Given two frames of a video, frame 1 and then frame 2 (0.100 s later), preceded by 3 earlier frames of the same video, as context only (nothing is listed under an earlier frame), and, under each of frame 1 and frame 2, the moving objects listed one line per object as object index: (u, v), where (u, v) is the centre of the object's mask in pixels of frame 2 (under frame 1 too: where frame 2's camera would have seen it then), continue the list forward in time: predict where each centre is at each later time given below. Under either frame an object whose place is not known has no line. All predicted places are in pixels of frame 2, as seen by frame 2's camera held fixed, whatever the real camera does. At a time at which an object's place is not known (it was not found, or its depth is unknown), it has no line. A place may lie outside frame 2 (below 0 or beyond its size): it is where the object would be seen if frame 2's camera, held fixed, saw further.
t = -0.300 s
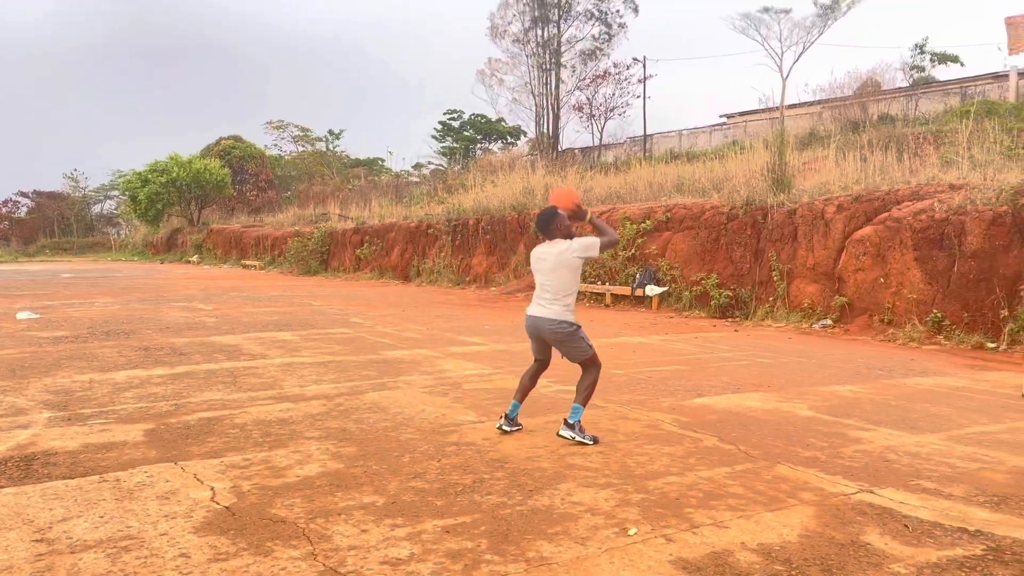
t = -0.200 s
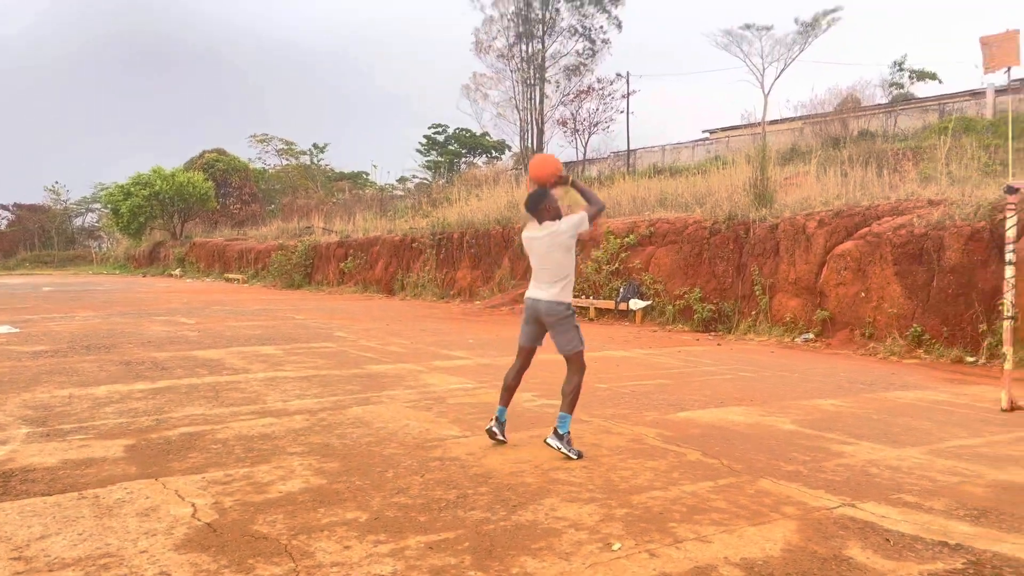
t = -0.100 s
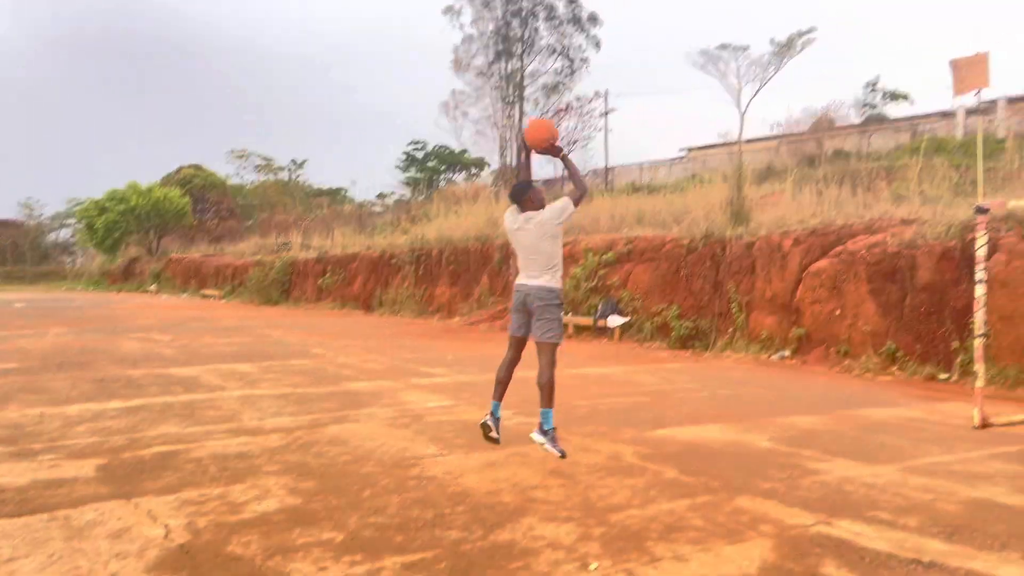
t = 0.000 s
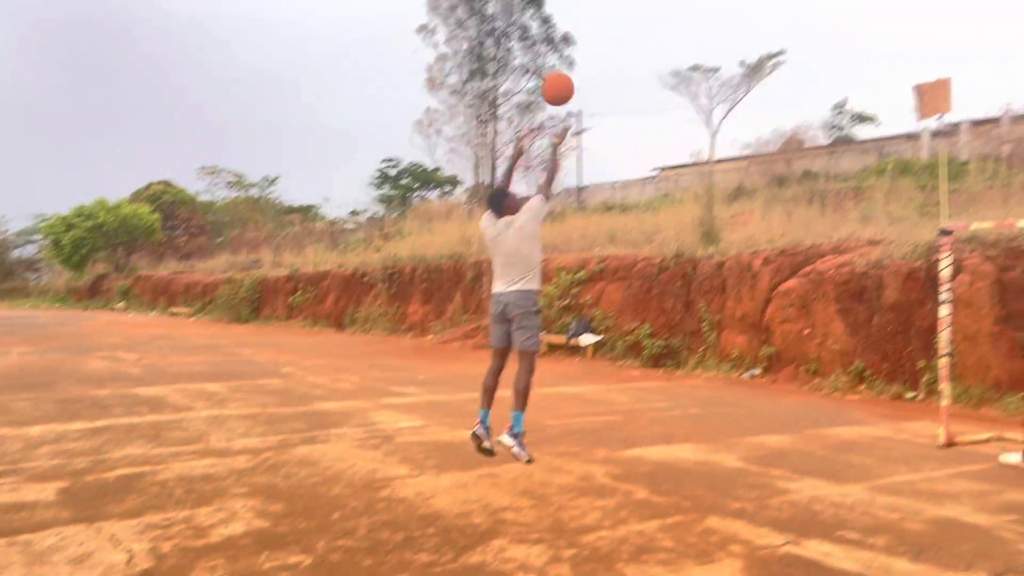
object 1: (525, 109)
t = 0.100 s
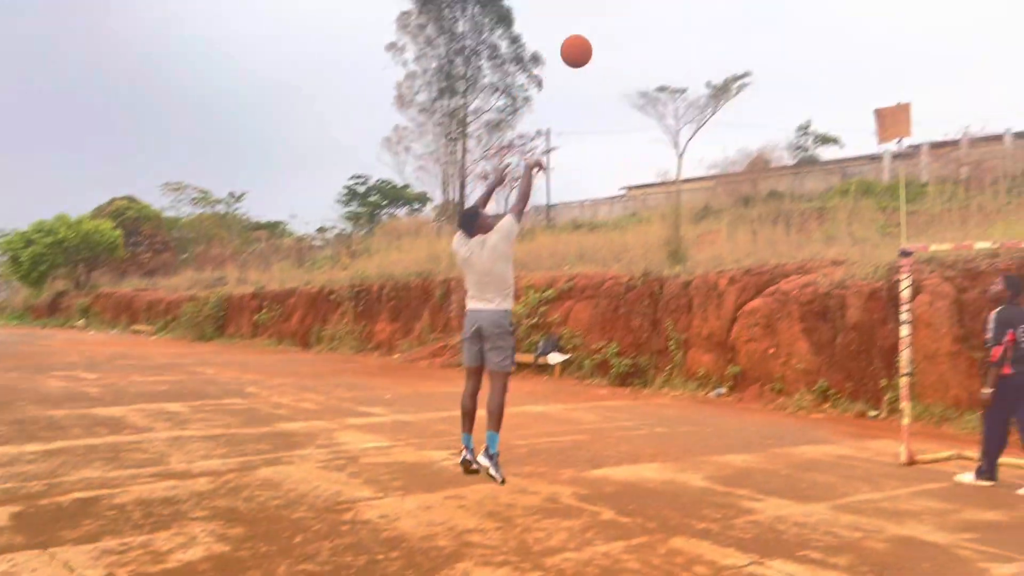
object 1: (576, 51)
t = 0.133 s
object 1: (592, 36)
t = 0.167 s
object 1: (608, 22)
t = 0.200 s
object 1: (623, 10)
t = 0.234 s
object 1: (638, -1)
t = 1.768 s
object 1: (877, 285)
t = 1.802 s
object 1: (874, 301)
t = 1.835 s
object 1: (871, 321)
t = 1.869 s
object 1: (869, 343)
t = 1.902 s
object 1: (865, 365)
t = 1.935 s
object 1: (862, 389)
